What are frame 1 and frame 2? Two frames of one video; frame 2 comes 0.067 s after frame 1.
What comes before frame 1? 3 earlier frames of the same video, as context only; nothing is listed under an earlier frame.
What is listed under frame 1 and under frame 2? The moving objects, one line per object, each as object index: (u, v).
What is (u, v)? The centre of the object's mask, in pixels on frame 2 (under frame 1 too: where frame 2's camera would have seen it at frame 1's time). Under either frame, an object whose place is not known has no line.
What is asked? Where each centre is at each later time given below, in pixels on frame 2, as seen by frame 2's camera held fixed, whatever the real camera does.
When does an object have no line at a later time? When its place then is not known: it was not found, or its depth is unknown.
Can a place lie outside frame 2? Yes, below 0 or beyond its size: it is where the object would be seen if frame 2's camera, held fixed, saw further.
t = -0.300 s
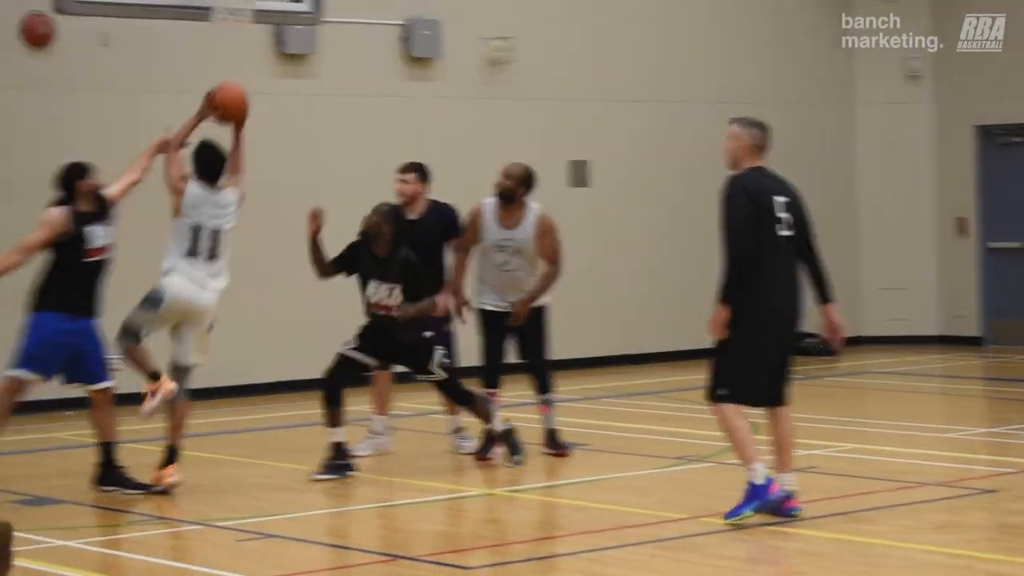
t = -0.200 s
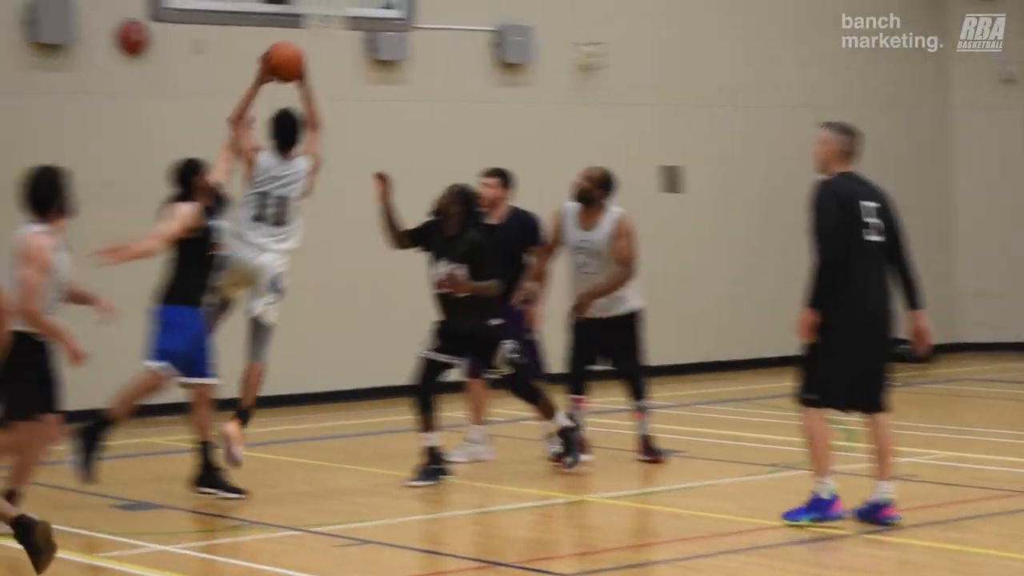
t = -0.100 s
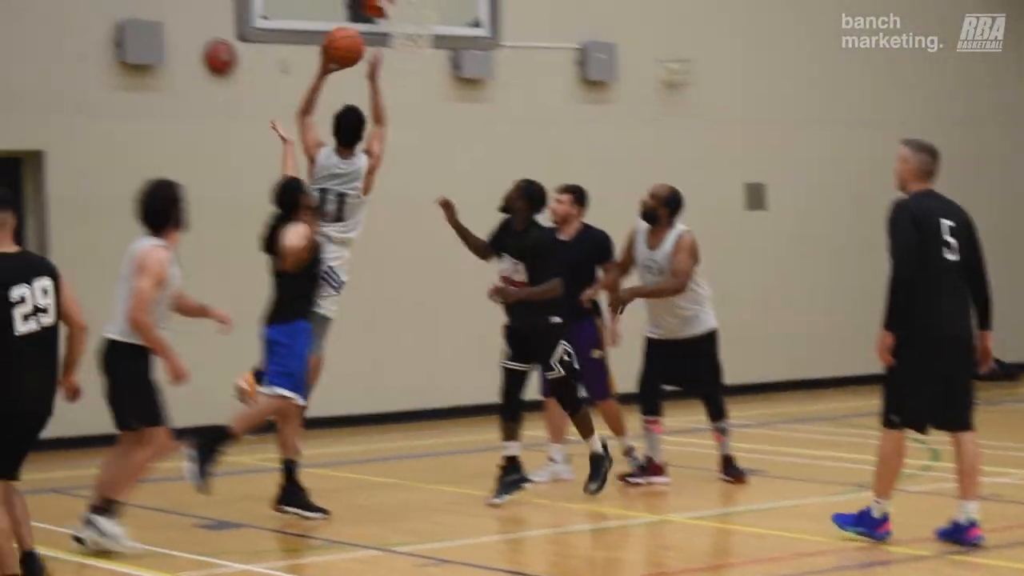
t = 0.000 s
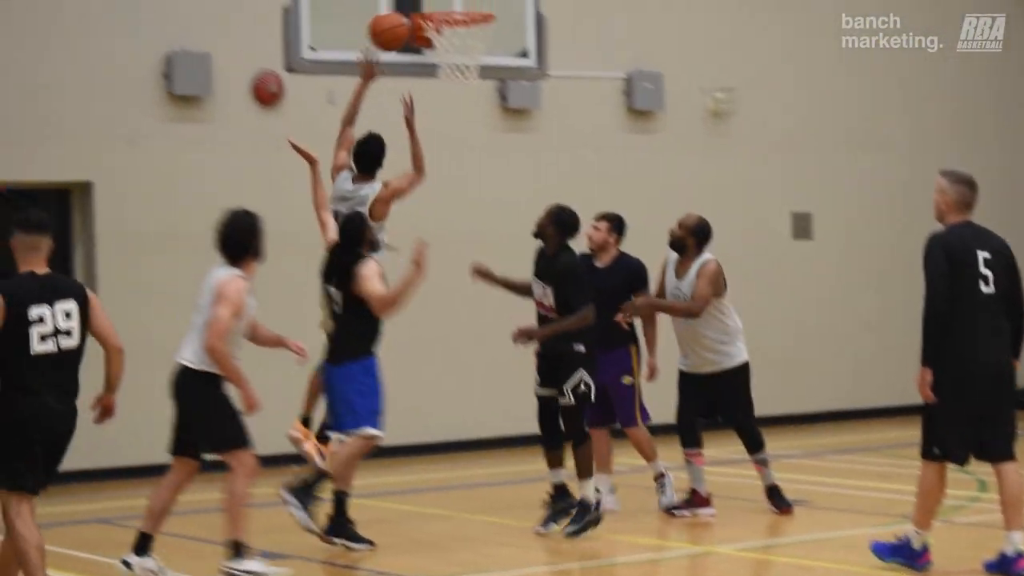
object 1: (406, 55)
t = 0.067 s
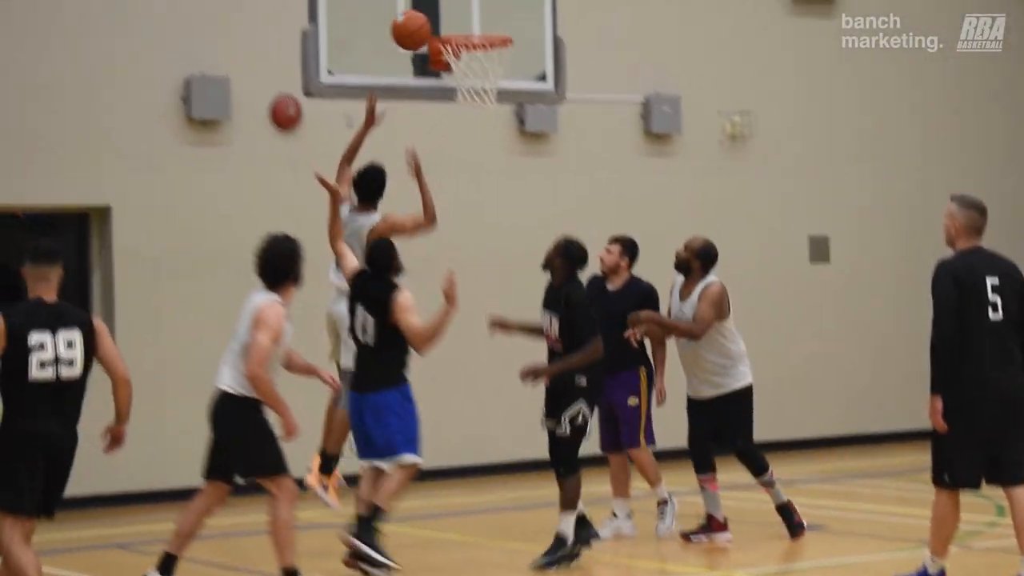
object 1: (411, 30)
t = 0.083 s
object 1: (412, 25)
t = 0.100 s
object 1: (414, 21)
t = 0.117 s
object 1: (415, 17)
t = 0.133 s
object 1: (416, 13)
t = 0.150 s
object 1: (417, 10)
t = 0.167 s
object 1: (418, 7)
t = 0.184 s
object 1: (419, 5)
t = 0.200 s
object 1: (420, 3)
